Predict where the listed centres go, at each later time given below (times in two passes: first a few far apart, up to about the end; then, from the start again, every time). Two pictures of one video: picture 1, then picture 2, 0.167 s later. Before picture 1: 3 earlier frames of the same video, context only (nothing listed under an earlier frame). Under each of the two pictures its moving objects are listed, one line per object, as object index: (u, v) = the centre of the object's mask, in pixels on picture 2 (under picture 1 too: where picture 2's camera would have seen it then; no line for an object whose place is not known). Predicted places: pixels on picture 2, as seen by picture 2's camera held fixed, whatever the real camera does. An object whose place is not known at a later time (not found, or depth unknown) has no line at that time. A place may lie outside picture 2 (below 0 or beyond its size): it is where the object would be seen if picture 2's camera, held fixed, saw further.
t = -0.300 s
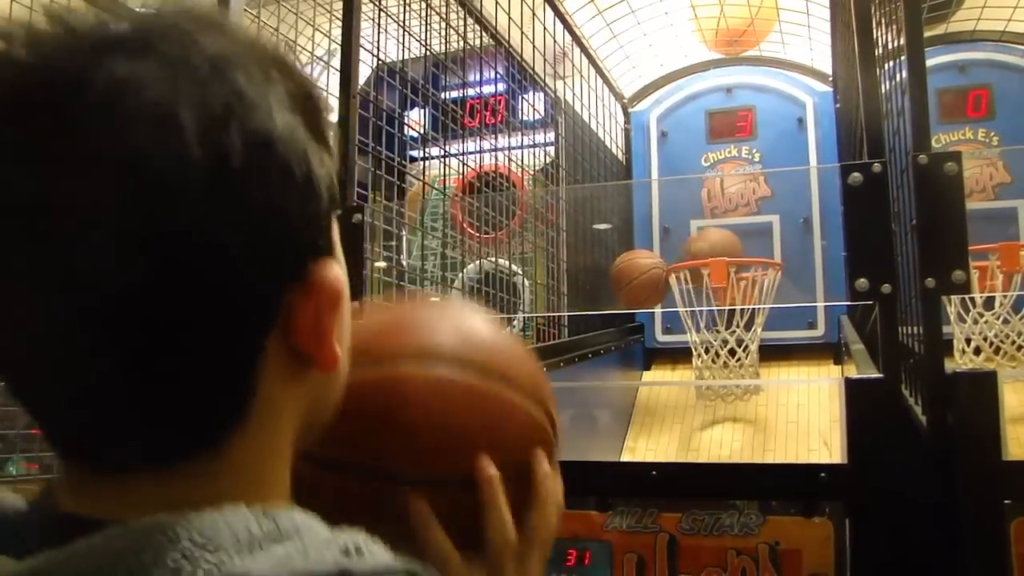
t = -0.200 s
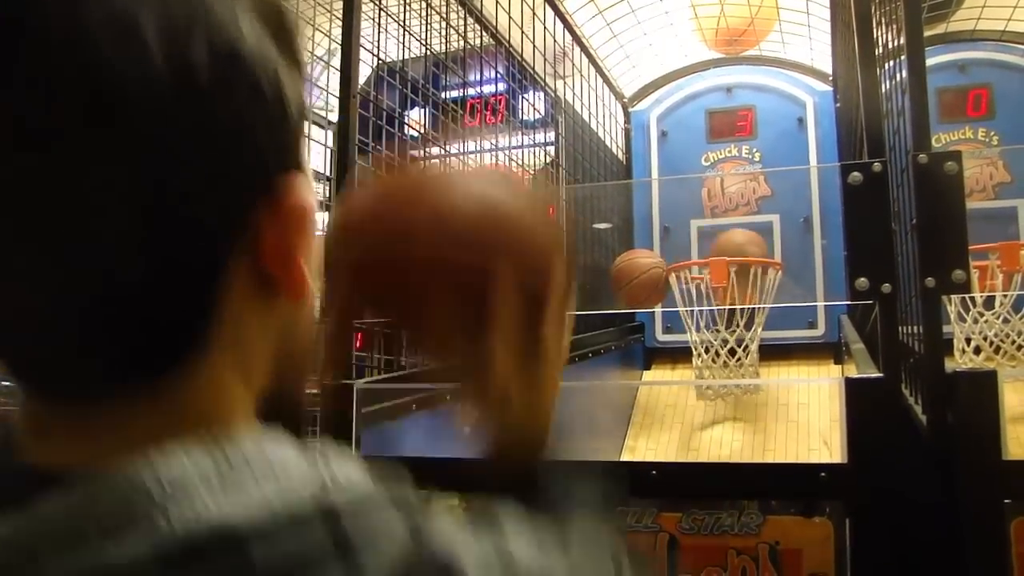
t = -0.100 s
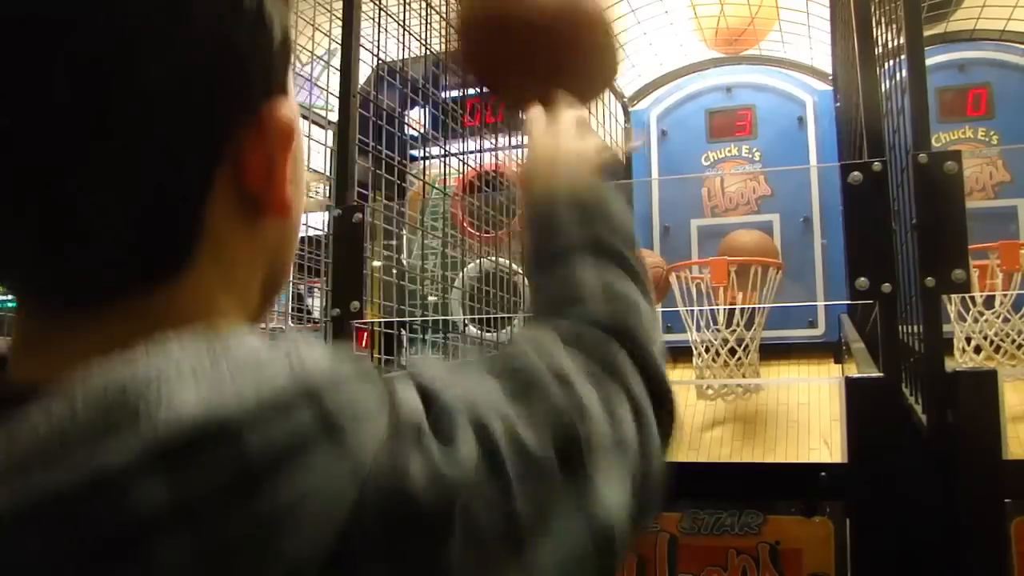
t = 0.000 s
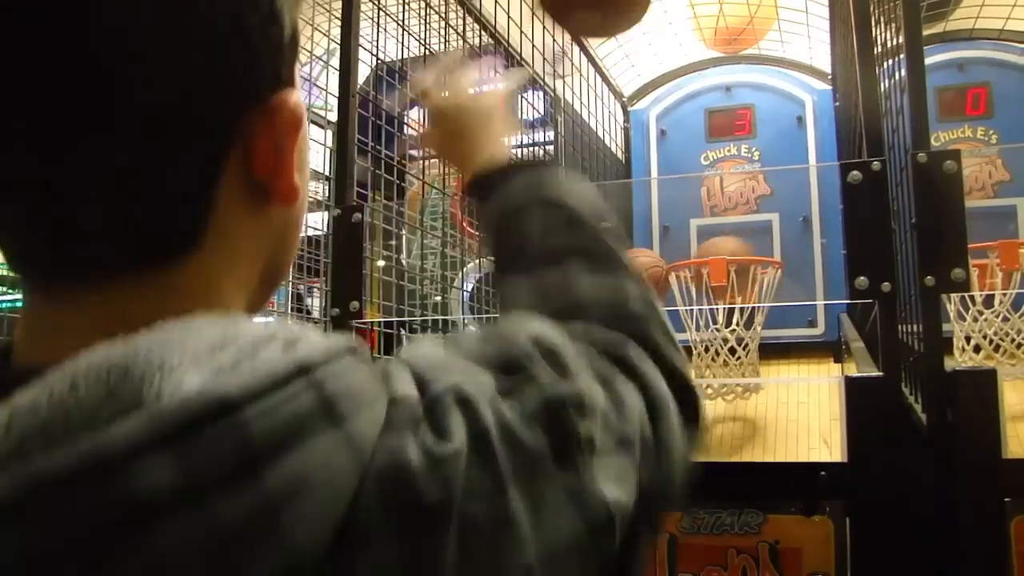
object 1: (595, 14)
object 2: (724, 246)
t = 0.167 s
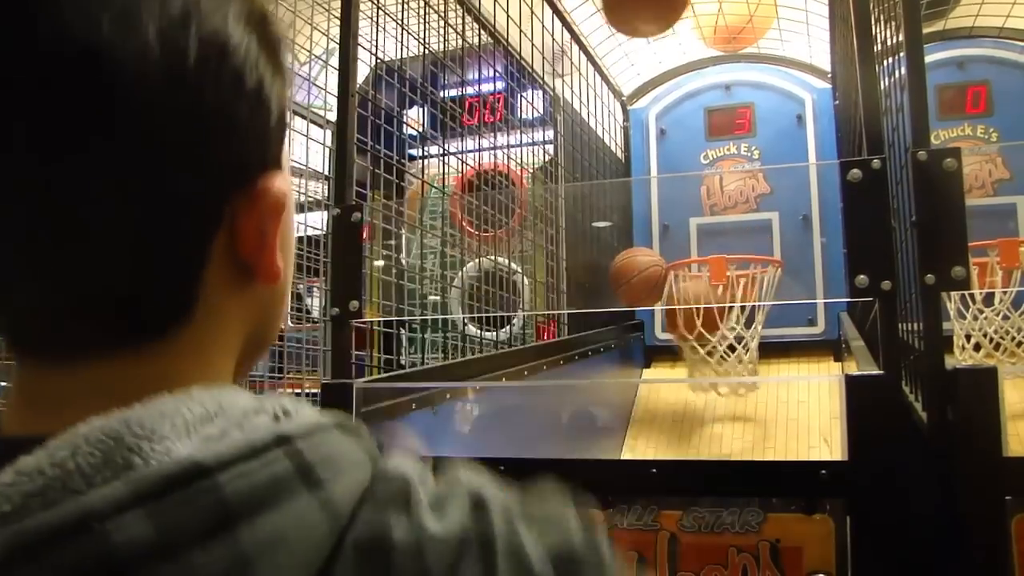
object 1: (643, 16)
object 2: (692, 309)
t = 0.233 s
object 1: (660, 29)
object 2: (692, 323)
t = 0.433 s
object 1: (695, 160)
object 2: (725, 356)
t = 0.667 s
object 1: (737, 182)
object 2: (755, 415)
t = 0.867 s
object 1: (785, 139)
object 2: (755, 450)
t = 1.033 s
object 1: (808, 172)
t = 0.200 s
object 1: (652, 21)
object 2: (691, 318)
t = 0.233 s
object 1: (660, 29)
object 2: (692, 323)
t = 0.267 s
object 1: (668, 45)
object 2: (696, 324)
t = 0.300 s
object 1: (673, 65)
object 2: (703, 330)
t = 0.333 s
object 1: (680, 87)
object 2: (706, 335)
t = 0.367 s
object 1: (687, 113)
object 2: (712, 351)
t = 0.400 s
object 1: (691, 132)
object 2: (718, 354)
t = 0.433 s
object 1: (695, 160)
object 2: (725, 356)
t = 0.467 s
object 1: (699, 190)
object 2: (732, 368)
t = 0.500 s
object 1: (705, 215)
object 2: (742, 362)
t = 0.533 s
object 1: (710, 240)
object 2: (746, 364)
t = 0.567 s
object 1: (717, 231)
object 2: (751, 365)
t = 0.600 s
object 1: (724, 216)
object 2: (751, 401)
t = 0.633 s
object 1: (731, 195)
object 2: (753, 406)
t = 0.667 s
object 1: (737, 182)
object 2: (755, 415)
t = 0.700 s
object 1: (746, 165)
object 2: (757, 428)
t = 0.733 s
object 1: (753, 156)
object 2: (757, 430)
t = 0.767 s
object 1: (761, 147)
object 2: (756, 432)
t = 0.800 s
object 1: (769, 142)
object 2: (755, 437)
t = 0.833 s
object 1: (777, 139)
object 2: (755, 442)
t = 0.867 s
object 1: (785, 139)
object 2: (755, 450)
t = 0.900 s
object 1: (794, 142)
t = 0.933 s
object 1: (804, 147)
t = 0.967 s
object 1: (811, 155)
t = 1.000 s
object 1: (810, 162)
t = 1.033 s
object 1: (808, 172)
